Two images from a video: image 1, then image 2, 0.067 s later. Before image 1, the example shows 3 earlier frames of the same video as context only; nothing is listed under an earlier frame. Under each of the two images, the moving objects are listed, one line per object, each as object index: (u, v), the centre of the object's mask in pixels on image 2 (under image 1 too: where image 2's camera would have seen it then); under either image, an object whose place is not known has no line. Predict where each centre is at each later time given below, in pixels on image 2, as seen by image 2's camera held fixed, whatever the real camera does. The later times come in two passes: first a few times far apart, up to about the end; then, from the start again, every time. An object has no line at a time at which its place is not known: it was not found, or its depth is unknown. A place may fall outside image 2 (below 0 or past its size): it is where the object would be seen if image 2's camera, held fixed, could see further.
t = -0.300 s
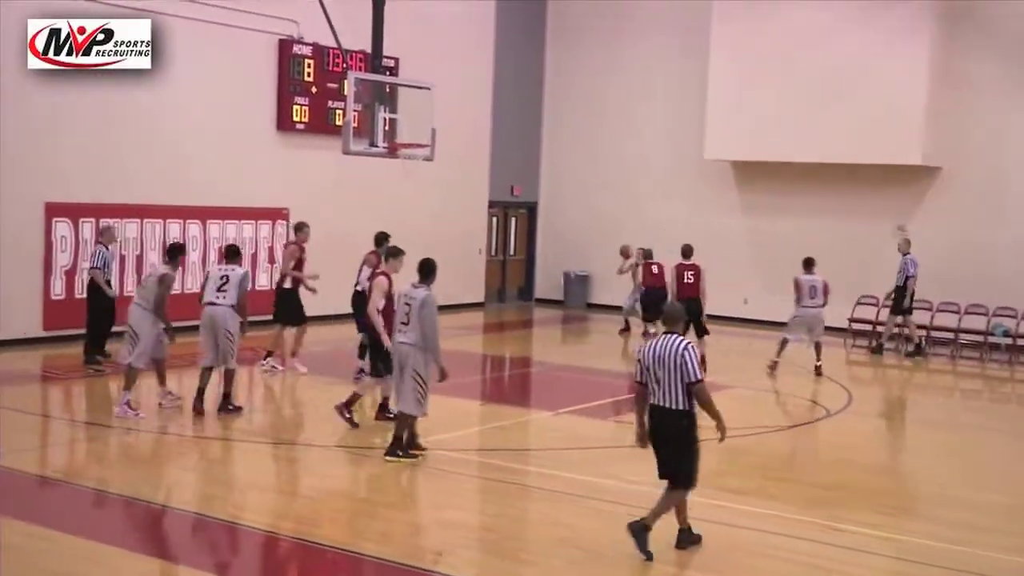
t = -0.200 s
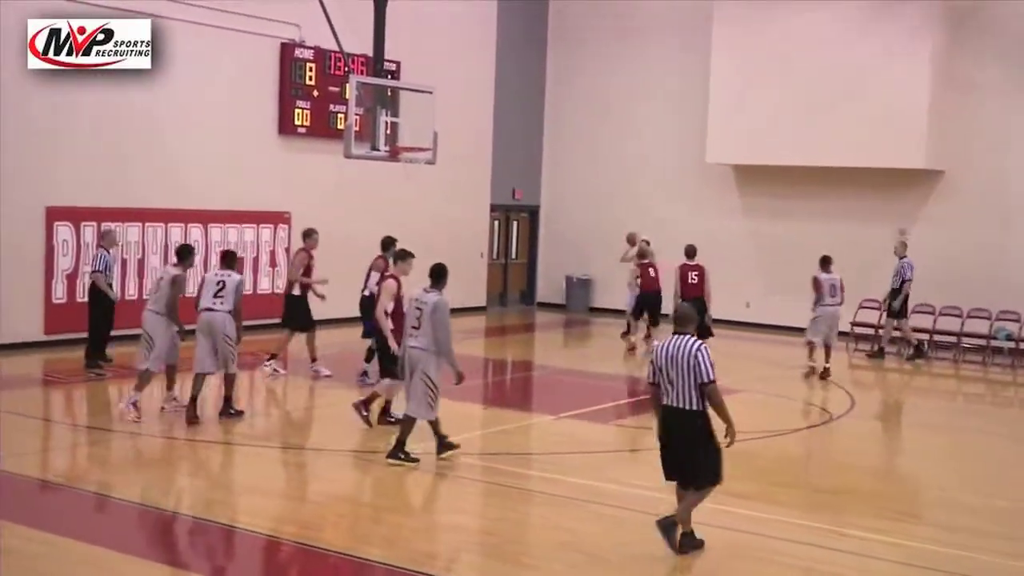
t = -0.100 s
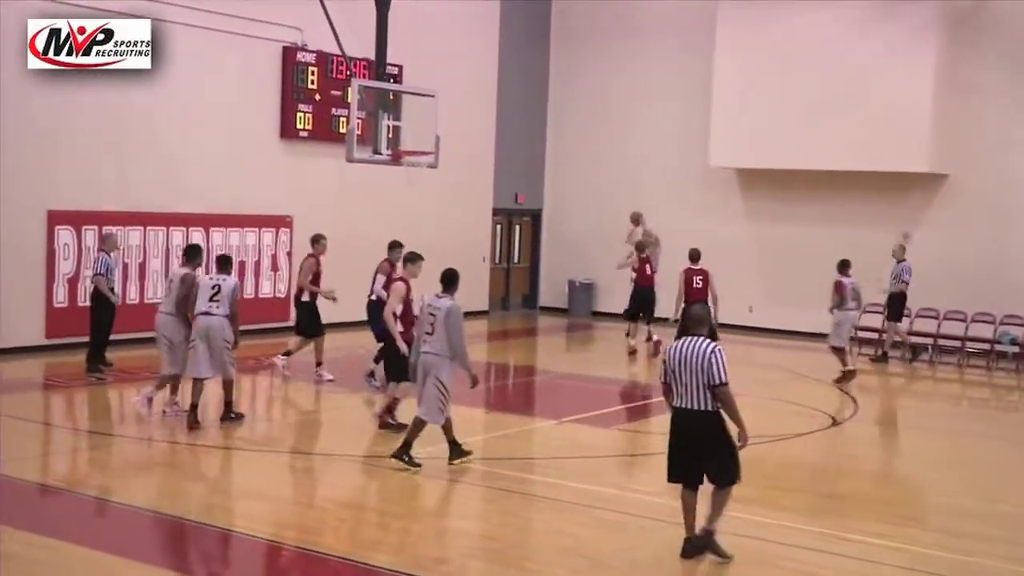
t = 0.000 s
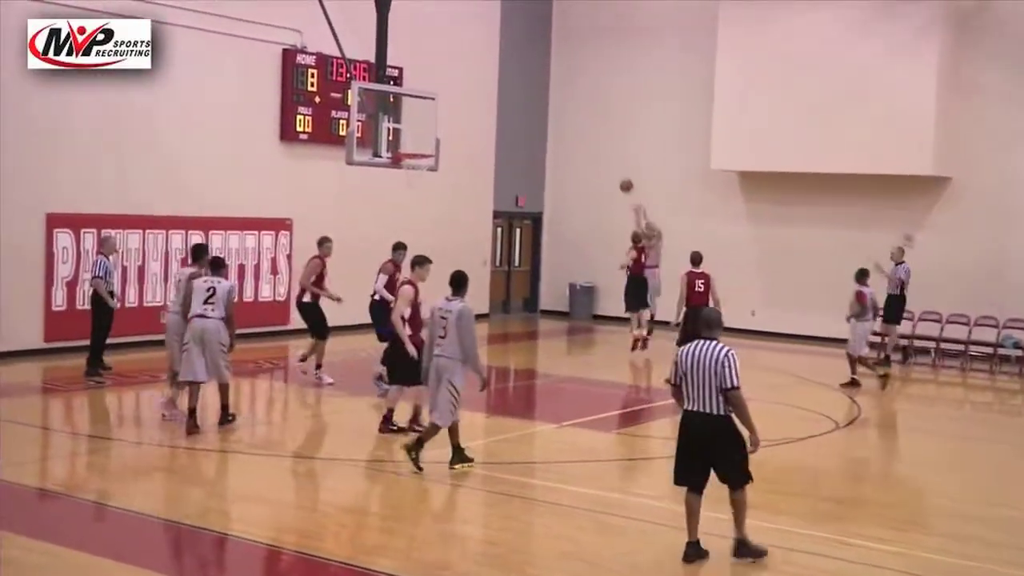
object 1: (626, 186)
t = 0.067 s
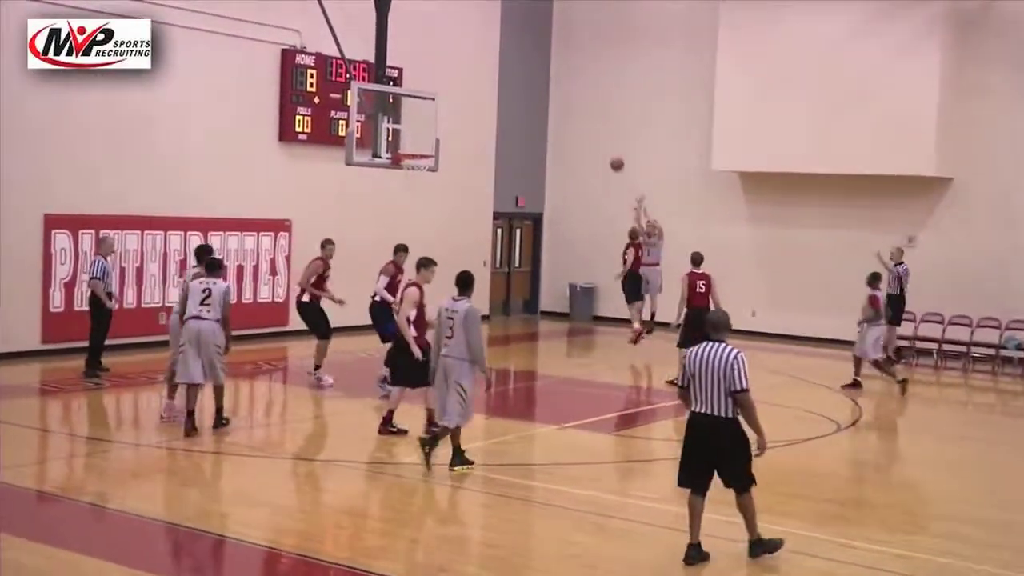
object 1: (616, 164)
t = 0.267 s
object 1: (584, 111)
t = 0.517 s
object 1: (541, 75)
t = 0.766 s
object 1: (488, 76)
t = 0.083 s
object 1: (614, 159)
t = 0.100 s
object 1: (612, 155)
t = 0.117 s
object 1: (609, 149)
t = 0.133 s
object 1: (606, 144)
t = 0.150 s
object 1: (603, 139)
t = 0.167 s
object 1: (601, 135)
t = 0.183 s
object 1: (598, 130)
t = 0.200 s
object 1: (595, 126)
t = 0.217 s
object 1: (592, 122)
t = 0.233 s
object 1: (589, 118)
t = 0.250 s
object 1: (587, 114)
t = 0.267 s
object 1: (584, 111)
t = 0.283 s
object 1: (581, 107)
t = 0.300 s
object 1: (578, 104)
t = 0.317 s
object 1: (575, 100)
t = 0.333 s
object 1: (572, 97)
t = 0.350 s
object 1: (570, 95)
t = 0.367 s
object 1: (567, 92)
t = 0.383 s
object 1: (564, 88)
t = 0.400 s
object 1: (561, 87)
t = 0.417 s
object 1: (558, 84)
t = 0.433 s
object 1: (556, 82)
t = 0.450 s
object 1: (553, 80)
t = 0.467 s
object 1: (551, 78)
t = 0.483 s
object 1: (547, 77)
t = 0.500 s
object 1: (545, 76)
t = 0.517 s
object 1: (541, 75)
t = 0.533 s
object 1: (539, 74)
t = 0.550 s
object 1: (534, 73)
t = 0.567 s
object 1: (532, 72)
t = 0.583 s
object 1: (529, 71)
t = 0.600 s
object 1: (525, 71)
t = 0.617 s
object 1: (524, 70)
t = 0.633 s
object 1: (520, 70)
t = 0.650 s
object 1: (513, 72)
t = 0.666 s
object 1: (510, 71)
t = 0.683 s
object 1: (506, 71)
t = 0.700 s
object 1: (502, 73)
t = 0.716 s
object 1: (499, 73)
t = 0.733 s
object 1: (496, 74)
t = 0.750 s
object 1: (492, 74)
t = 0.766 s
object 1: (488, 76)
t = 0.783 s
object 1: (485, 77)
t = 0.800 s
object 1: (482, 80)
